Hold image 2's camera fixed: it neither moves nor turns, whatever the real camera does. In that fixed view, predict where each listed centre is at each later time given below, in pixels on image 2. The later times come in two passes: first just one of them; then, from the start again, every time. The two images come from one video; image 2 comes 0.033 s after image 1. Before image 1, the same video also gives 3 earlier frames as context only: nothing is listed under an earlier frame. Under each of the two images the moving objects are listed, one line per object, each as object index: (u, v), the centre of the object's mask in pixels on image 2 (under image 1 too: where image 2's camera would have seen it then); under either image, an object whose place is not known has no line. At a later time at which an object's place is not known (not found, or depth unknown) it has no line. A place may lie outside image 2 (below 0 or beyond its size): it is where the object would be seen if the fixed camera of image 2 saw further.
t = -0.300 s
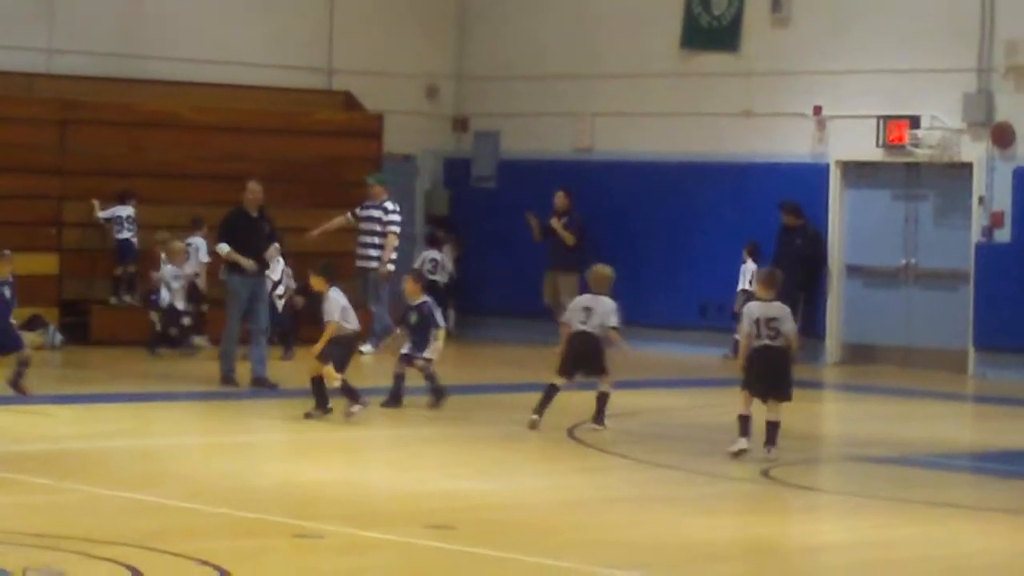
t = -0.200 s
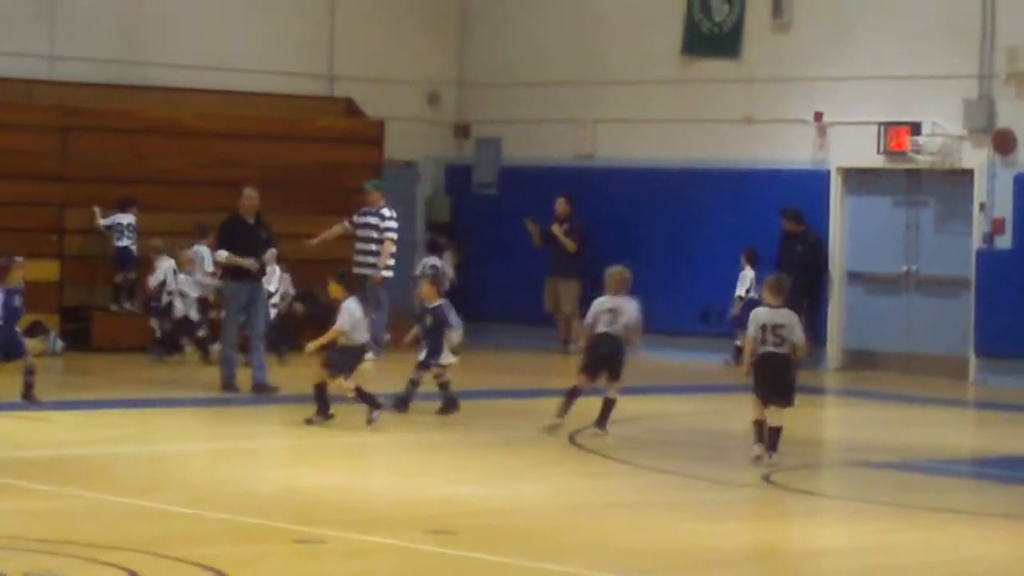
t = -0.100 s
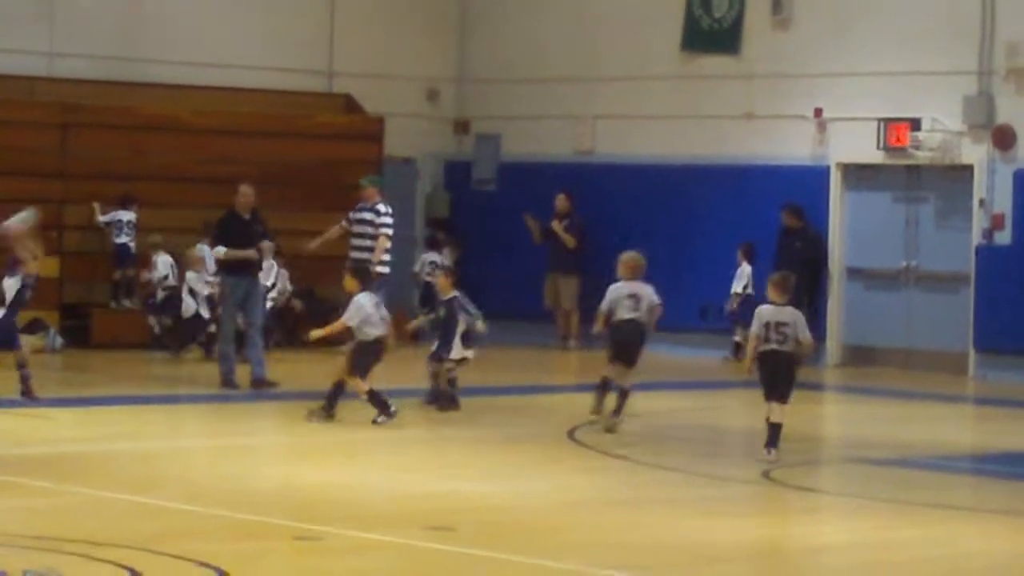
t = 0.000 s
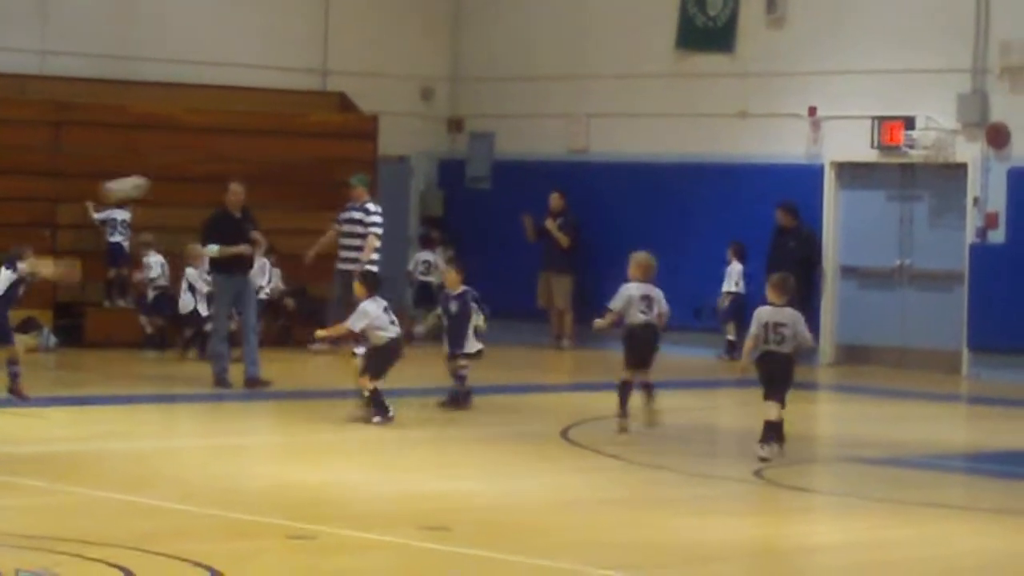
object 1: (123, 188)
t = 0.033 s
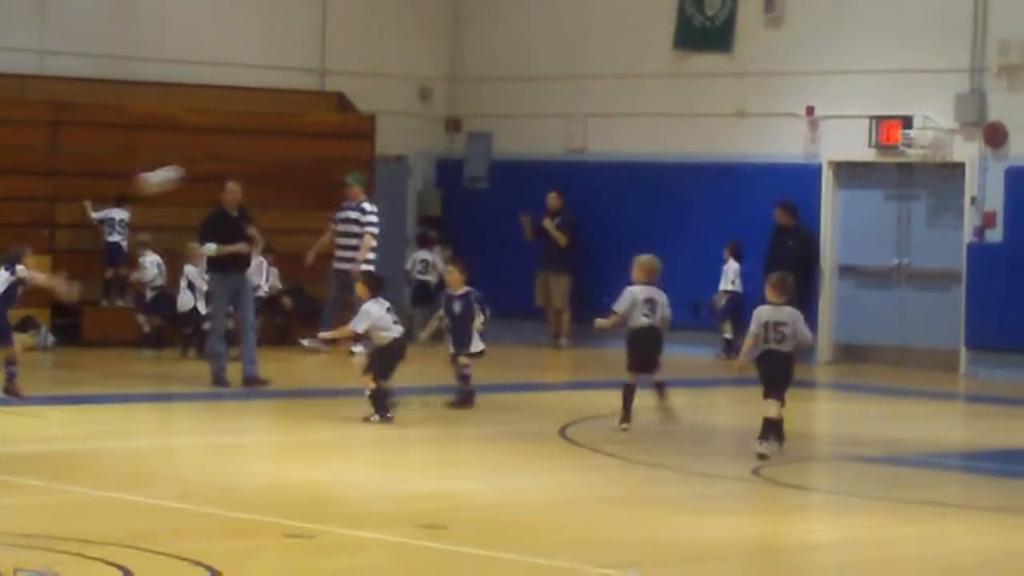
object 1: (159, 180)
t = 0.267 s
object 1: (426, 164)
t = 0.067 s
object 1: (197, 173)
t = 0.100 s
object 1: (236, 168)
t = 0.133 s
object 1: (274, 165)
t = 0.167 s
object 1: (311, 163)
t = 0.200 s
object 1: (349, 162)
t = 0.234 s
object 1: (389, 162)
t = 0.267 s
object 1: (426, 164)
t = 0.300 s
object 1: (466, 168)
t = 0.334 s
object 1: (501, 172)
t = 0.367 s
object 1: (541, 179)
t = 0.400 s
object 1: (577, 186)
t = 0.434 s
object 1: (614, 197)
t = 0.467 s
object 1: (652, 208)
